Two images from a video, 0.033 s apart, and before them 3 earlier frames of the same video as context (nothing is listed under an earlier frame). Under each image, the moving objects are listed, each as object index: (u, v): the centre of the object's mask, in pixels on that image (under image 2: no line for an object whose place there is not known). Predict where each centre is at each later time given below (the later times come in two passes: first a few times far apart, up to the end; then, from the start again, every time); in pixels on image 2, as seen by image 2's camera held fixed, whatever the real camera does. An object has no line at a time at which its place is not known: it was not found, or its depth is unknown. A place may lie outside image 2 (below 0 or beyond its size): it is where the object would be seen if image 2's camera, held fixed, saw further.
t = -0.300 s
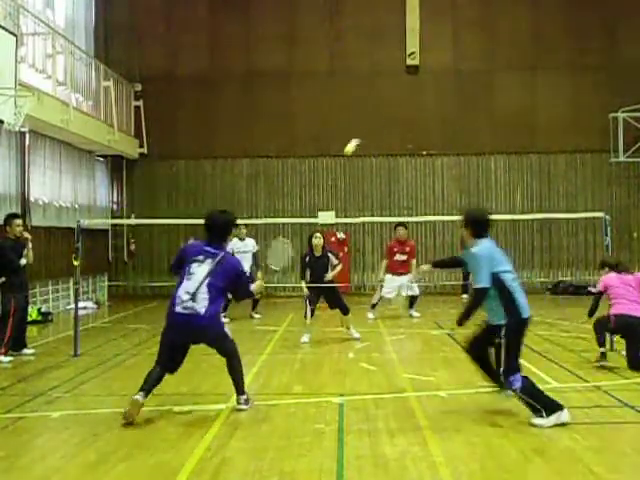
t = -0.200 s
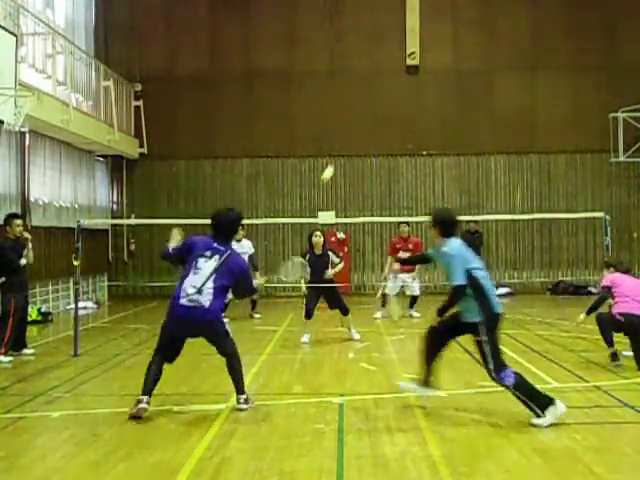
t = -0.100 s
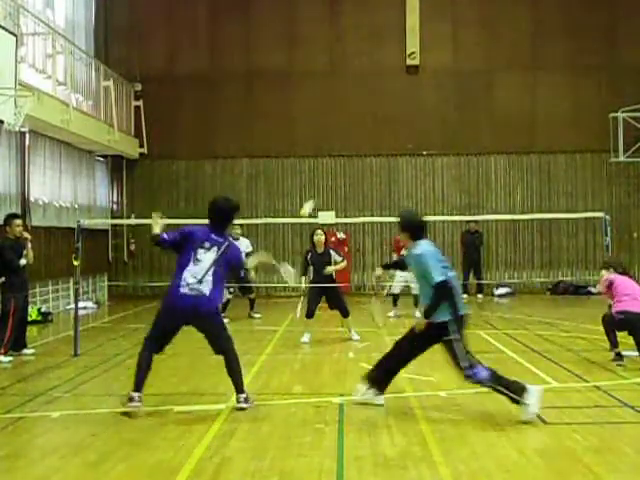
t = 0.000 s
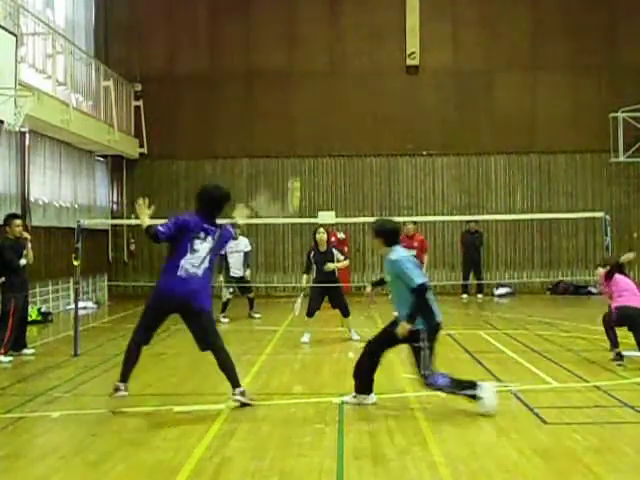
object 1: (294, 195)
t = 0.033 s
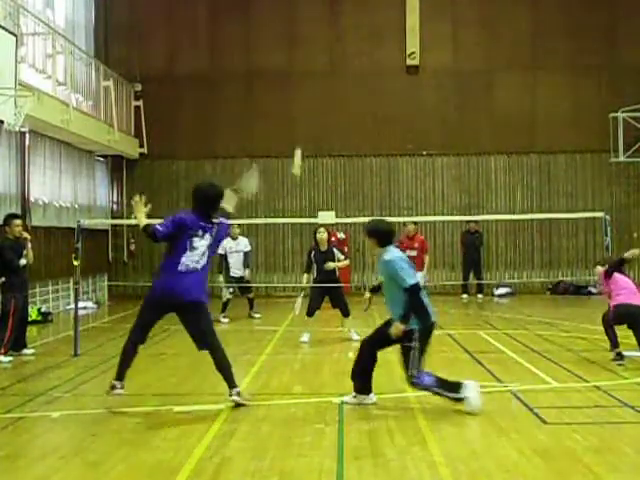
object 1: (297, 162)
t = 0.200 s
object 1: (303, 73)
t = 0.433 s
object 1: (309, 40)
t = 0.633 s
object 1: (309, 50)
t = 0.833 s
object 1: (312, 81)
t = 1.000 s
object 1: (312, 117)
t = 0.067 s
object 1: (299, 136)
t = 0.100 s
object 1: (301, 116)
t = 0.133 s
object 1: (301, 99)
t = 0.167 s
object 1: (302, 85)
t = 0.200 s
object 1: (303, 73)
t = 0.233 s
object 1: (304, 64)
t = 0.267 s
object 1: (305, 57)
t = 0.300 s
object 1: (306, 52)
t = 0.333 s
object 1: (307, 48)
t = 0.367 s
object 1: (308, 43)
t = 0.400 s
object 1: (309, 42)
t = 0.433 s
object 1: (309, 40)
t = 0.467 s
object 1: (309, 40)
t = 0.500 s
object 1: (309, 41)
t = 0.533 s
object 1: (309, 42)
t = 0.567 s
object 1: (309, 44)
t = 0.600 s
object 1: (309, 47)
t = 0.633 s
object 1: (309, 50)
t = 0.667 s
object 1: (310, 54)
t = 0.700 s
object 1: (310, 59)
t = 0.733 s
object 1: (311, 64)
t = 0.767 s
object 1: (312, 69)
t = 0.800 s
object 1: (312, 75)
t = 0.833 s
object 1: (312, 81)
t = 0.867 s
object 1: (312, 88)
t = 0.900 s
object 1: (312, 94)
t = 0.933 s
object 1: (312, 102)
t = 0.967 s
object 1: (312, 109)
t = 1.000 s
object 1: (312, 117)
